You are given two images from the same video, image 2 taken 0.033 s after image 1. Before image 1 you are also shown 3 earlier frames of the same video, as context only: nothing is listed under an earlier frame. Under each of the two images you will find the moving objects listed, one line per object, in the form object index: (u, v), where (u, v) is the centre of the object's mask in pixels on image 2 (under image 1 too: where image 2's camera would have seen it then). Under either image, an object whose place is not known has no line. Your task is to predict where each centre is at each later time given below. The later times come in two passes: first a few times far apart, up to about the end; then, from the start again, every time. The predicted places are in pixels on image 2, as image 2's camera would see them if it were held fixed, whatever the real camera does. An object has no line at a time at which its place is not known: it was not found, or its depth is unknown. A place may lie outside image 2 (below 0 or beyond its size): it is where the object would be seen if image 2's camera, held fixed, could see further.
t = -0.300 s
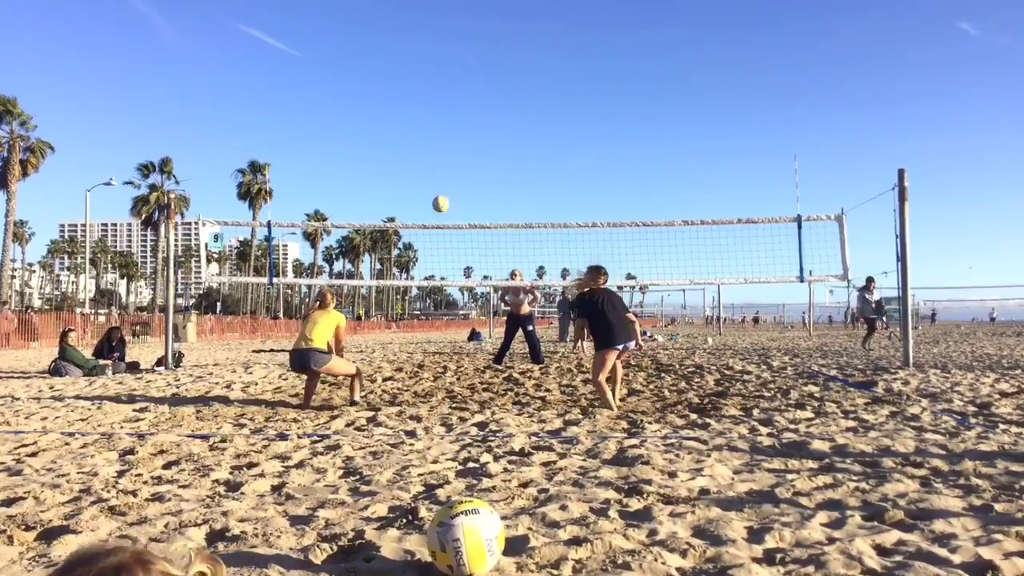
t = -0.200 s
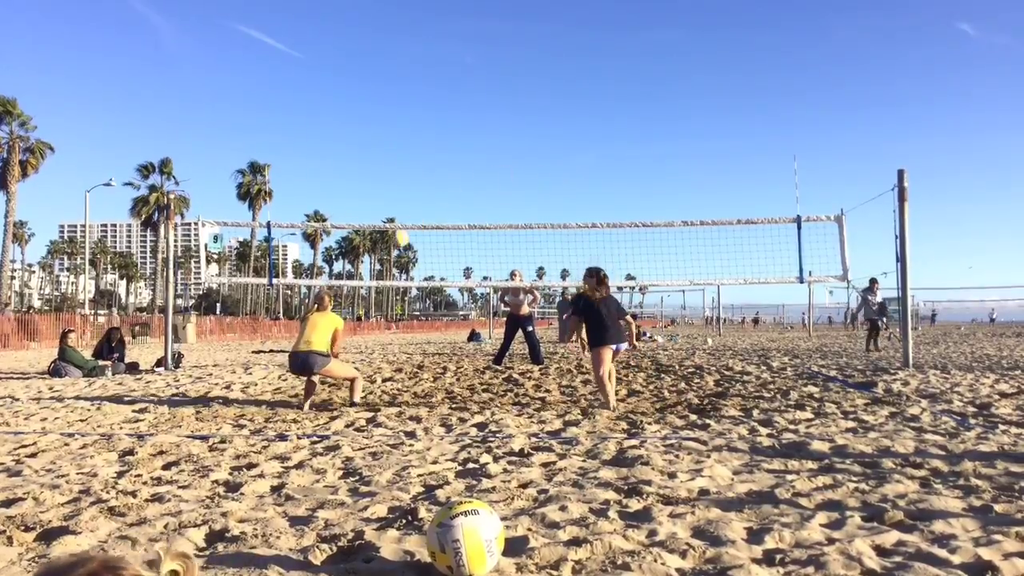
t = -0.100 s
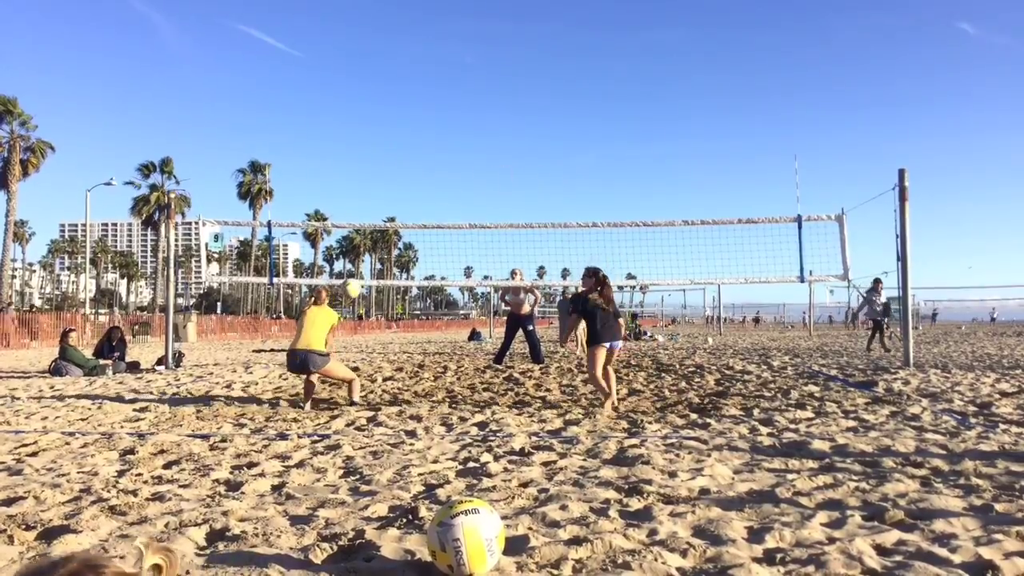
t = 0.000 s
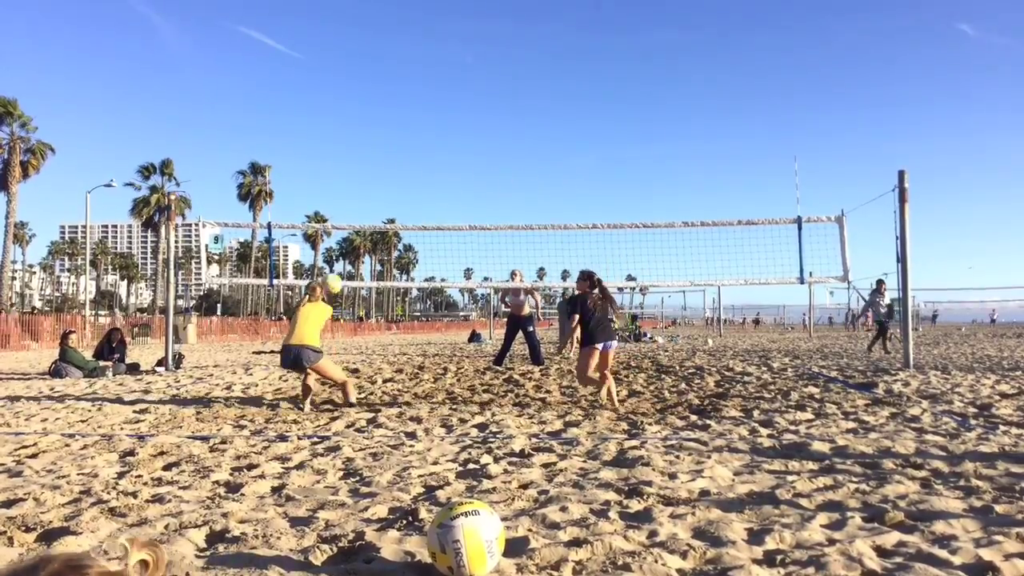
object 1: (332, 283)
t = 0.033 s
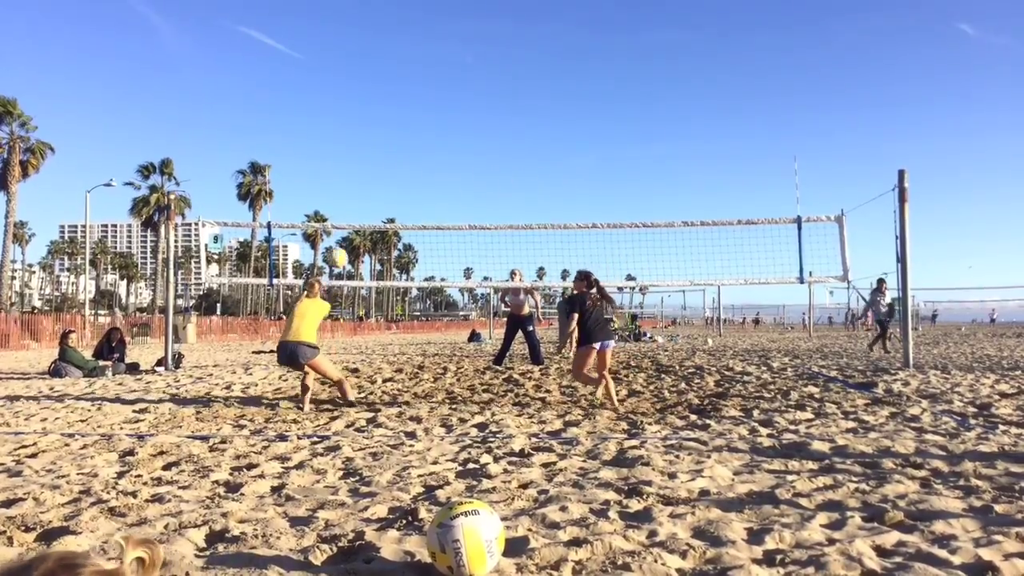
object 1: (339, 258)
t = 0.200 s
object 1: (364, 152)
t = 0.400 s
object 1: (390, 65)
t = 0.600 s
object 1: (412, 17)
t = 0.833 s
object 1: (435, 6)
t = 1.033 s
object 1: (451, 32)
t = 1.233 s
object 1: (464, 86)
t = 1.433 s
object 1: (474, 166)
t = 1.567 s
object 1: (478, 232)
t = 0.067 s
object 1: (343, 234)
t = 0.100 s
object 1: (348, 211)
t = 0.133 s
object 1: (354, 190)
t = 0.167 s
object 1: (359, 171)
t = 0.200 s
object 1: (364, 152)
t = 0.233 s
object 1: (368, 134)
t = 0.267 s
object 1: (373, 118)
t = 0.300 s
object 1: (378, 103)
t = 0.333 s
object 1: (382, 89)
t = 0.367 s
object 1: (386, 77)
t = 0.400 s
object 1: (390, 65)
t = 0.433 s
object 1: (394, 55)
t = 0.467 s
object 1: (398, 45)
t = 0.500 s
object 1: (402, 37)
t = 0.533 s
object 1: (405, 29)
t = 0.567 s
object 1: (409, 23)
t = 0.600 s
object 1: (412, 17)
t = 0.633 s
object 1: (416, 13)
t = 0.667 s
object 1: (419, 9)
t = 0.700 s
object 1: (423, 7)
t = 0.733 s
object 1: (426, 5)
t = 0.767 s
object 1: (429, 4)
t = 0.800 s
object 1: (432, 5)
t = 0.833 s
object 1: (435, 6)
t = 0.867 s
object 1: (438, 8)
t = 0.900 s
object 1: (441, 11)
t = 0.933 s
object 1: (444, 15)
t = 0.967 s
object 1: (446, 20)
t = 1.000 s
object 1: (449, 25)
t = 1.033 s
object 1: (451, 32)
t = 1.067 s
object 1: (454, 39)
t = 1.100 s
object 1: (456, 47)
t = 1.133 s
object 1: (458, 56)
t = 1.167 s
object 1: (460, 65)
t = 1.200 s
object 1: (462, 75)
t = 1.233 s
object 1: (464, 86)
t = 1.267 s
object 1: (466, 98)
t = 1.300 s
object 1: (467, 110)
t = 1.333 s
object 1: (469, 123)
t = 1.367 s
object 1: (470, 137)
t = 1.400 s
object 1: (472, 151)
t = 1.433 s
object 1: (474, 166)
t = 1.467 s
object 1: (475, 182)
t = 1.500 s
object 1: (476, 198)
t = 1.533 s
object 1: (477, 215)
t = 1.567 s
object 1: (478, 232)
